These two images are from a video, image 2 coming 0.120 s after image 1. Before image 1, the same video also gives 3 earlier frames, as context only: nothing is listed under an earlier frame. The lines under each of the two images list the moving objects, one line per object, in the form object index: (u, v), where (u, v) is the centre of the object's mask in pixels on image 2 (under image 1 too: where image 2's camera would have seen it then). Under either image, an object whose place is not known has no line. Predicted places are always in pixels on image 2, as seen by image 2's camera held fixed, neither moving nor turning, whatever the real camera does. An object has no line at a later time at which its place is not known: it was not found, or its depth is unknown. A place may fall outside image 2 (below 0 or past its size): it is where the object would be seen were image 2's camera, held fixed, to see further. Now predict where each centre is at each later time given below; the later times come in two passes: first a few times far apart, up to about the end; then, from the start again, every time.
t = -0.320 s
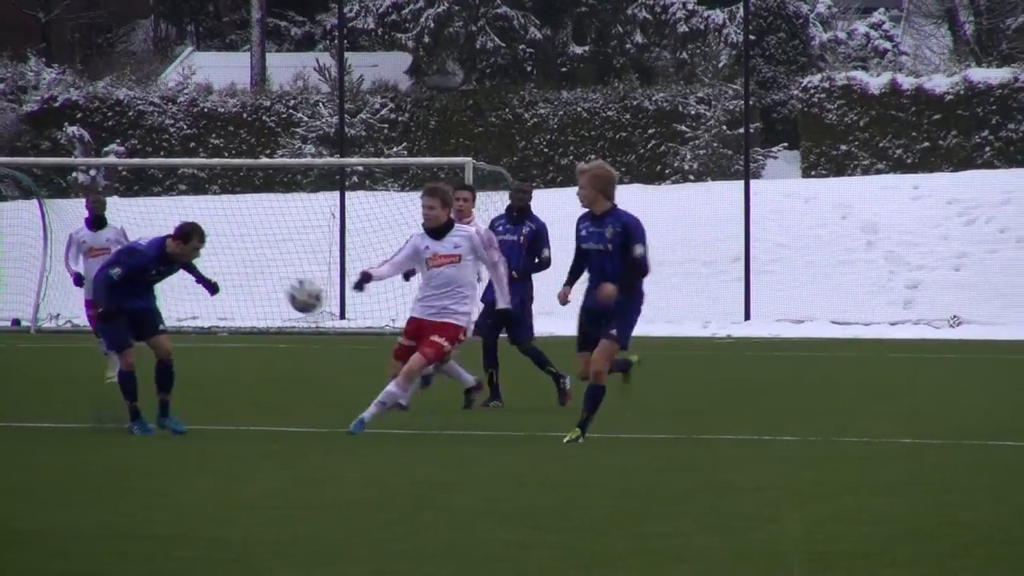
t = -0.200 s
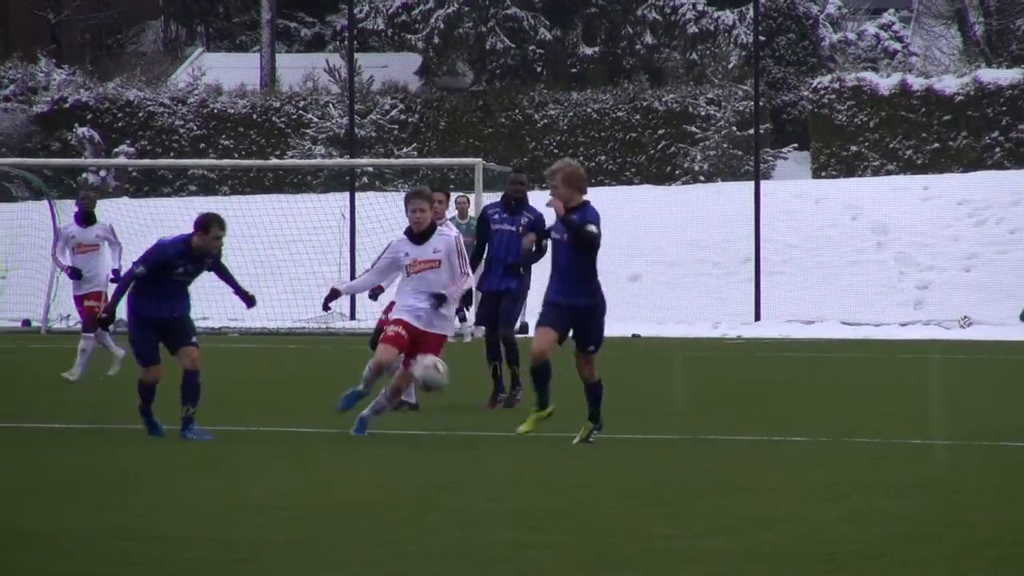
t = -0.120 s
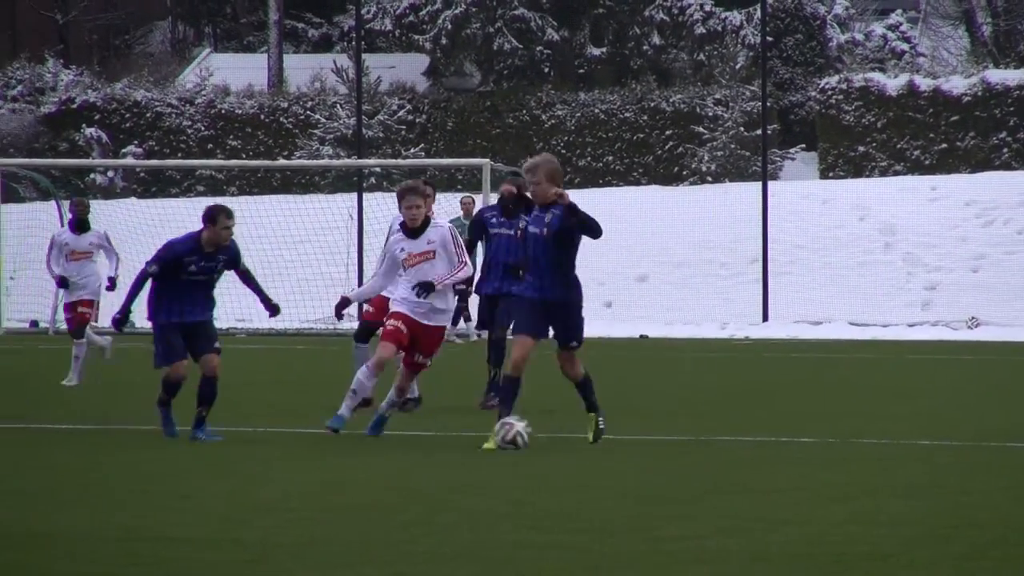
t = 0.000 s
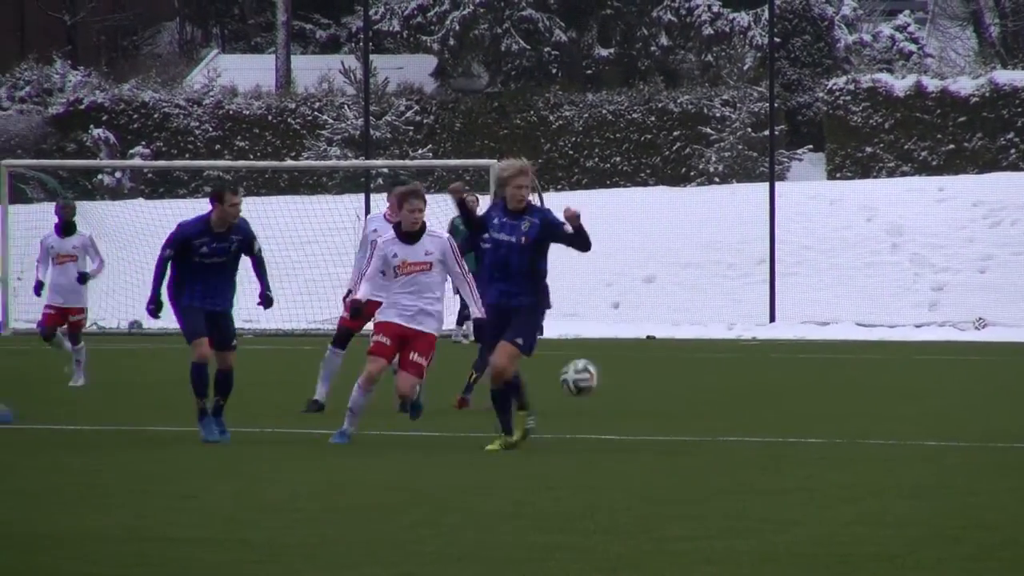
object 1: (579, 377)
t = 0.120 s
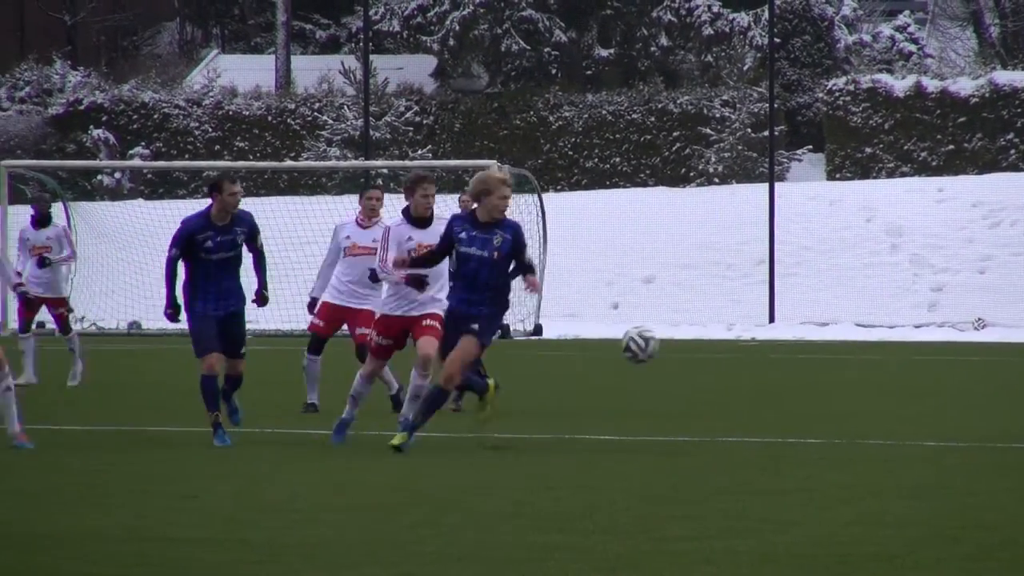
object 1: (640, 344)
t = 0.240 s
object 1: (701, 335)
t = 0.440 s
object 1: (803, 376)
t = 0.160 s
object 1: (660, 338)
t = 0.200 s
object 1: (680, 334)
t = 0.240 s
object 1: (701, 335)
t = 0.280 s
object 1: (721, 338)
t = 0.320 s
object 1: (741, 343)
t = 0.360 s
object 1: (762, 351)
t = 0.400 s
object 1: (783, 361)
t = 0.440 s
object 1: (803, 376)
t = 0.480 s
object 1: (824, 392)
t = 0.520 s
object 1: (845, 413)
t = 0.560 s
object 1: (866, 437)
